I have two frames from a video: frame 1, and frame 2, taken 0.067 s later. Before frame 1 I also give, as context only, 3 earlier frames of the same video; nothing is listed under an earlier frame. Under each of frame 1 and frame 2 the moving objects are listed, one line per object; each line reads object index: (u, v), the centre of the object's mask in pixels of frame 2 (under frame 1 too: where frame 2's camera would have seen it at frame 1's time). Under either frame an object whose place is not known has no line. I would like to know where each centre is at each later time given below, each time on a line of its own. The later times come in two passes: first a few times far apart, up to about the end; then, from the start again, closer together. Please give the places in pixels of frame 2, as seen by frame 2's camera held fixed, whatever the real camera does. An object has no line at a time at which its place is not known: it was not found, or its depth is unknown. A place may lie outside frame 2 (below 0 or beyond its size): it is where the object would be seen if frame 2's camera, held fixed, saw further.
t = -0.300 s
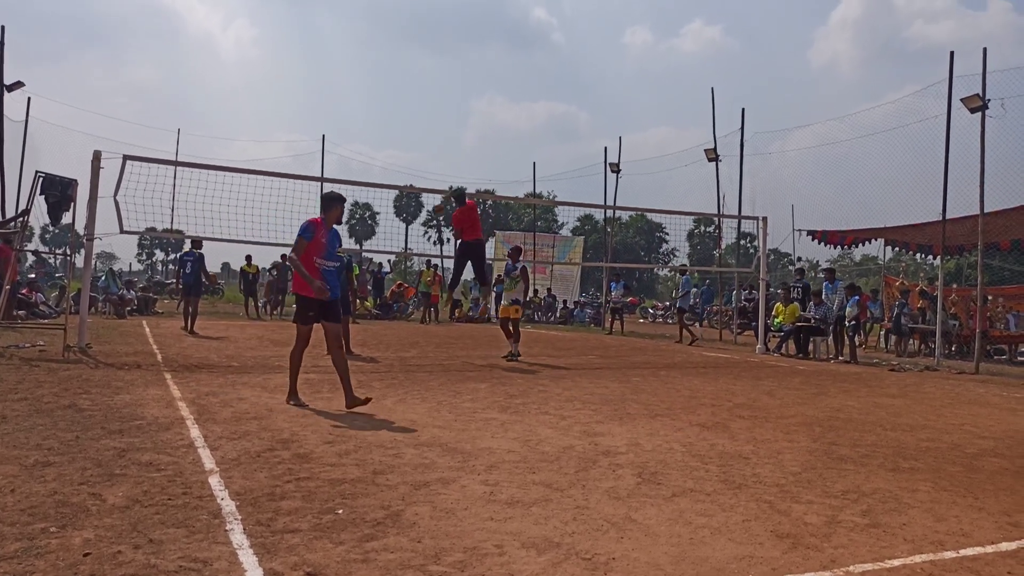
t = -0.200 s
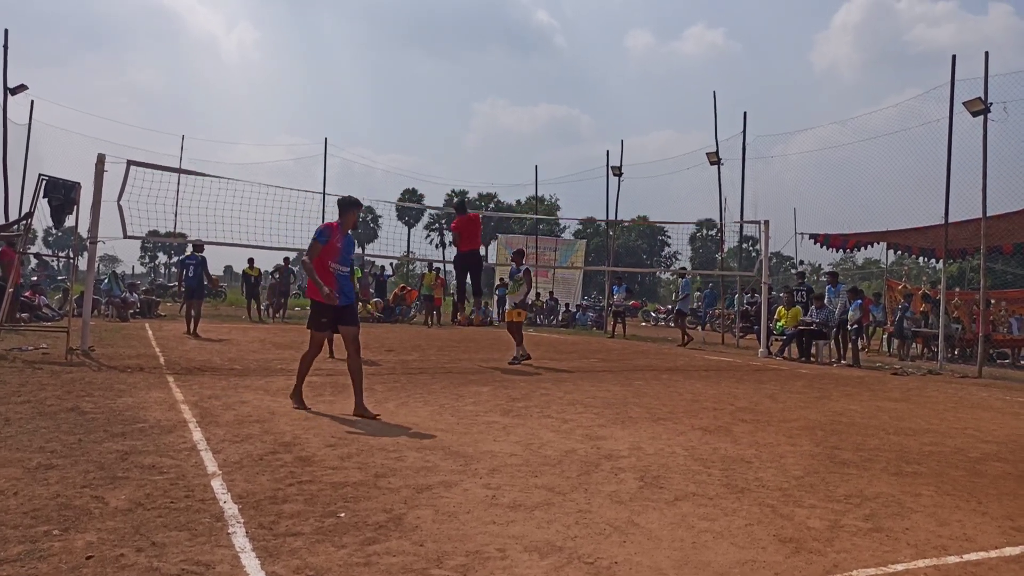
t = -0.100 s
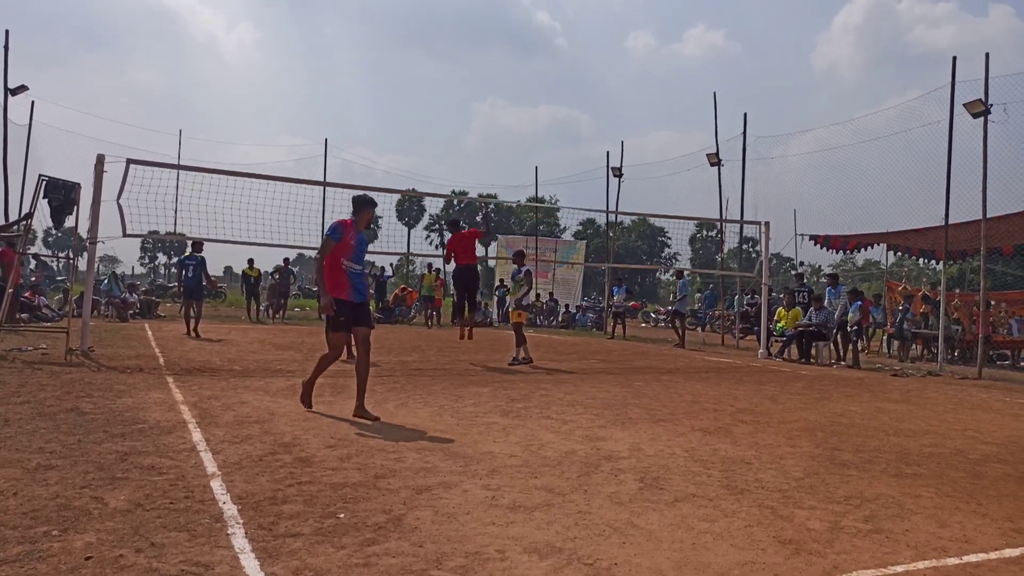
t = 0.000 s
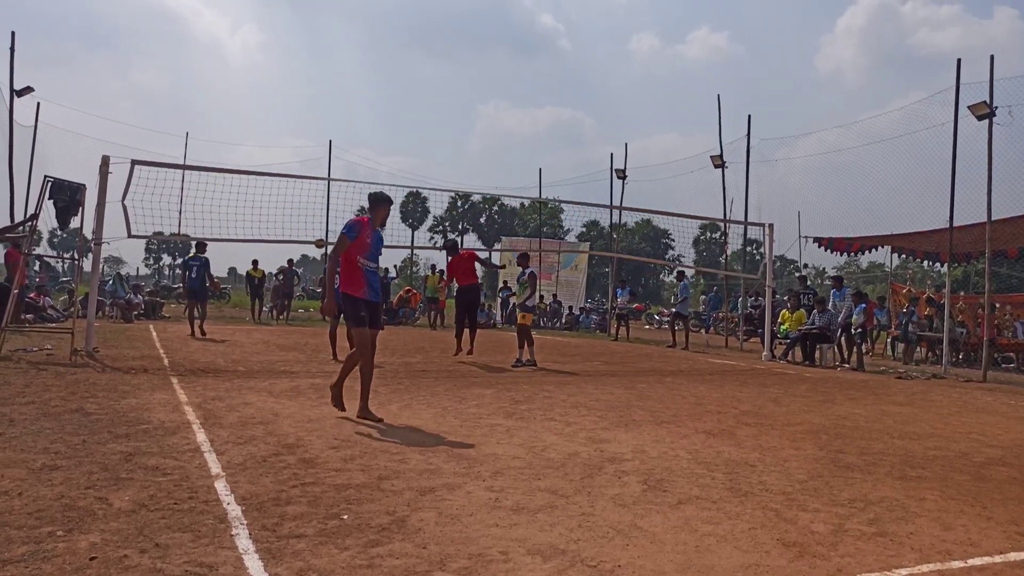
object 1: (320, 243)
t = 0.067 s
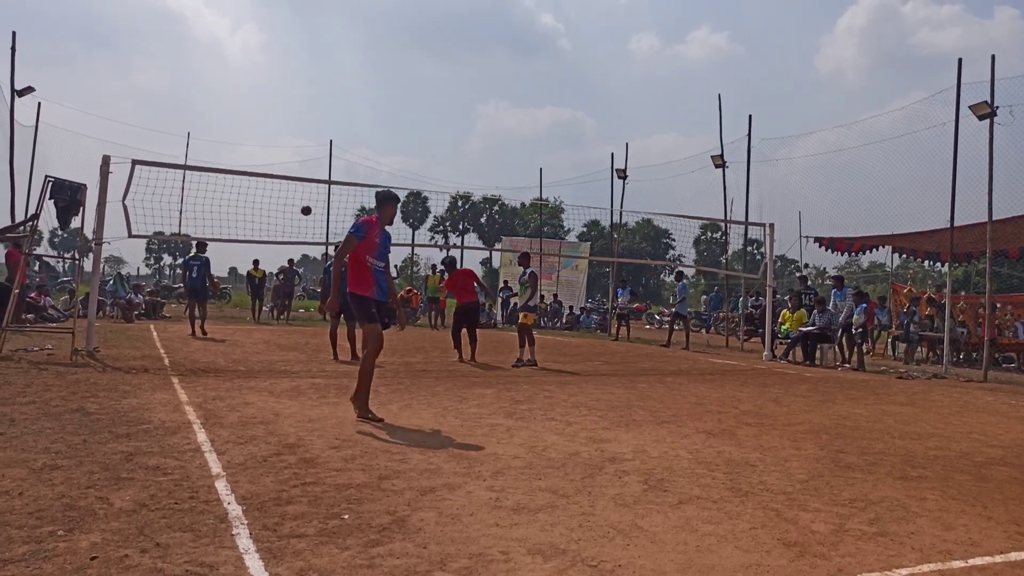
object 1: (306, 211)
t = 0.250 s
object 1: (269, 146)
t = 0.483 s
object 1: (230, 106)
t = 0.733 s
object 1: (196, 100)
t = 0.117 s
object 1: (295, 189)
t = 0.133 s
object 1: (292, 184)
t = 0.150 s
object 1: (289, 176)
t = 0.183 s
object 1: (282, 165)
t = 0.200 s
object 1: (279, 160)
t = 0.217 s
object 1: (276, 155)
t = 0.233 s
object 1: (272, 150)
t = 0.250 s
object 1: (269, 146)
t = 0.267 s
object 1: (267, 142)
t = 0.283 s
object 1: (263, 138)
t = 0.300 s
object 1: (260, 134)
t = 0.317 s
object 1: (257, 130)
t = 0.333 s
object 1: (255, 127)
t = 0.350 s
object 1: (252, 124)
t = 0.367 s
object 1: (249, 121)
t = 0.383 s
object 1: (246, 118)
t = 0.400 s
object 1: (244, 116)
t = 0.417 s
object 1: (241, 113)
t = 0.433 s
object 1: (238, 111)
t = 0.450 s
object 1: (235, 109)
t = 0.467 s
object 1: (233, 107)
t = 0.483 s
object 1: (230, 106)
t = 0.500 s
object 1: (228, 104)
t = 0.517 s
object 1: (225, 103)
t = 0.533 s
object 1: (223, 102)
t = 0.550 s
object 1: (220, 101)
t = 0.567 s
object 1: (218, 100)
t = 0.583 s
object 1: (216, 100)
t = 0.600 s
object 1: (213, 99)
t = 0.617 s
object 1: (211, 99)
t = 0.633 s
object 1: (209, 99)
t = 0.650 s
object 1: (206, 99)
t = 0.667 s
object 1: (204, 99)
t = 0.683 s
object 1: (202, 99)
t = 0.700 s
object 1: (200, 99)
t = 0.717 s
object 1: (198, 100)
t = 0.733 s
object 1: (196, 100)
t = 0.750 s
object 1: (194, 101)
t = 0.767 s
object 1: (192, 102)
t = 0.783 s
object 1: (190, 103)
